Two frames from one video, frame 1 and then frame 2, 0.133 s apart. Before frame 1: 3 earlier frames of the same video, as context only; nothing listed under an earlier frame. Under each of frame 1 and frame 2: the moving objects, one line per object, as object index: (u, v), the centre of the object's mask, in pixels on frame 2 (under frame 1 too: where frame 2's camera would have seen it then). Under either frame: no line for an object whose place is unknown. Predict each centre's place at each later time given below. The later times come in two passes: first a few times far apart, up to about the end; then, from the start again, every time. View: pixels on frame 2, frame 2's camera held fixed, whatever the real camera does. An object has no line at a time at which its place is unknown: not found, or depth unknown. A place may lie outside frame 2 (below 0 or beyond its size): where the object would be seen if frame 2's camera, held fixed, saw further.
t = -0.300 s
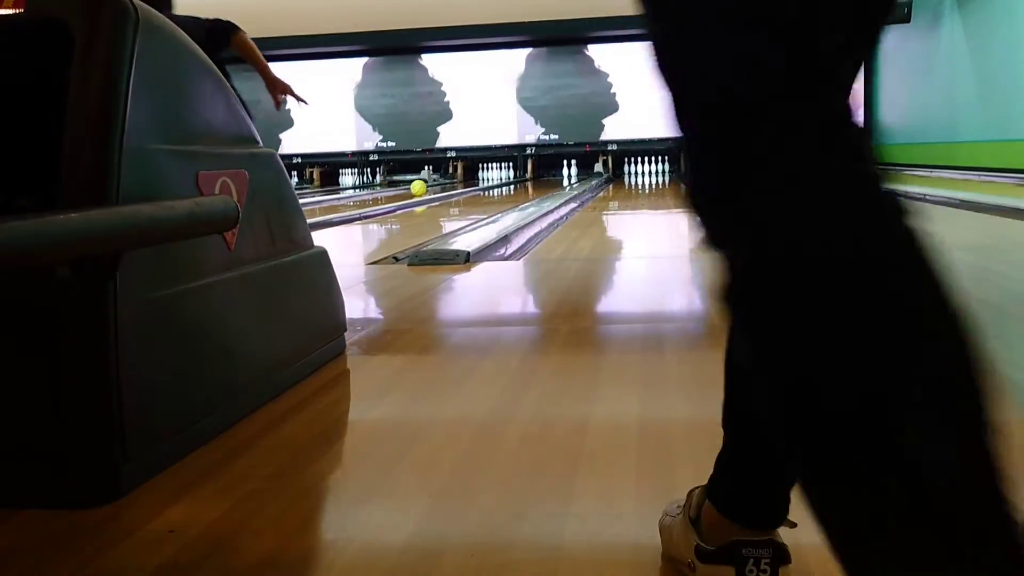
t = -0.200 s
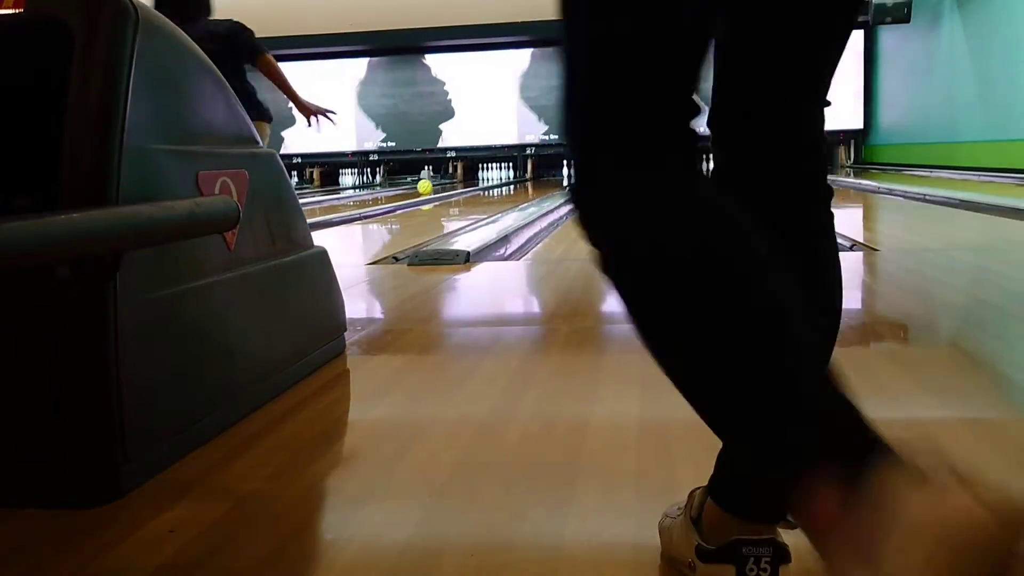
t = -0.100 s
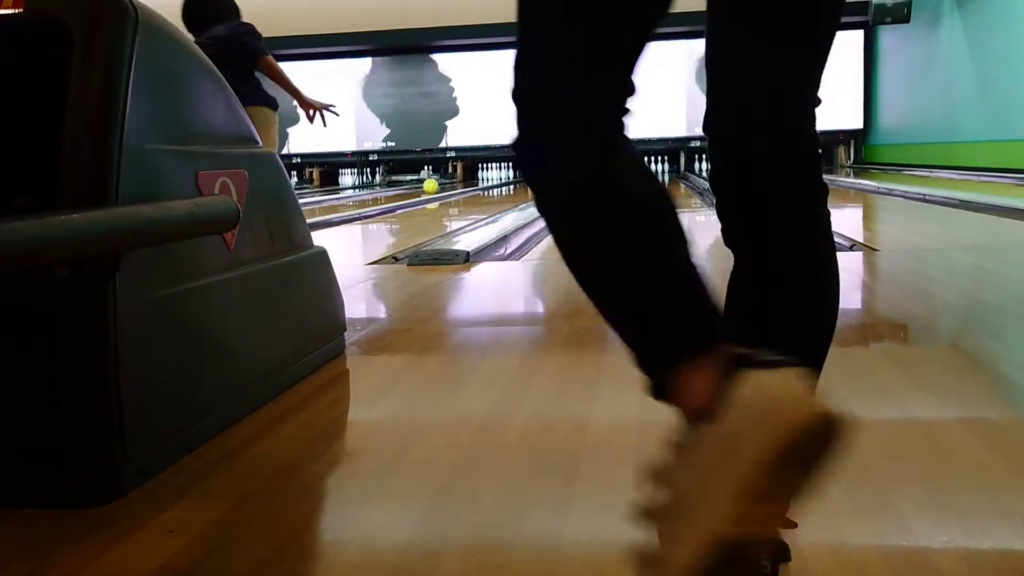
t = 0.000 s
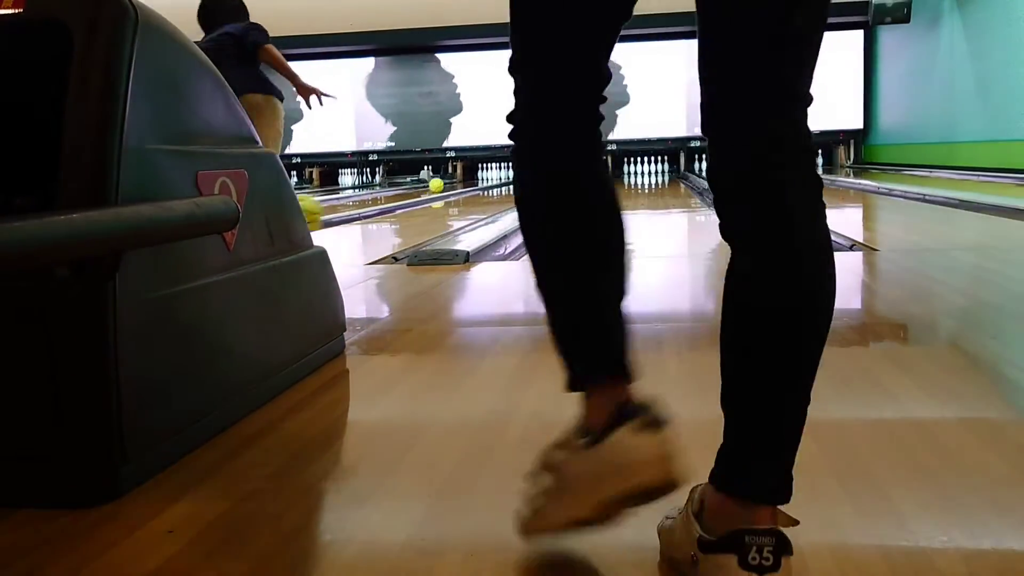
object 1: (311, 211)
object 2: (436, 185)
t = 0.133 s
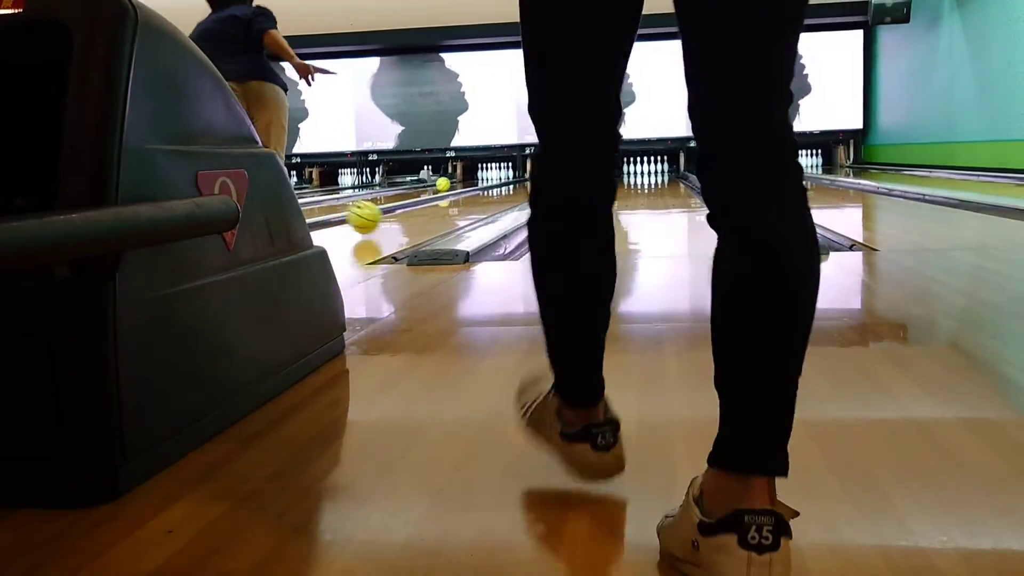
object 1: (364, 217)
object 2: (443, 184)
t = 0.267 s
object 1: (408, 208)
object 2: (450, 183)
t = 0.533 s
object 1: (465, 197)
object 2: (461, 181)
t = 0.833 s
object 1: (505, 188)
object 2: (472, 180)
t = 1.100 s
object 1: (529, 183)
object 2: (479, 179)
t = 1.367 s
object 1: (546, 179)
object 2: (485, 178)
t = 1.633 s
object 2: (489, 178)
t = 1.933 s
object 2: (493, 176)
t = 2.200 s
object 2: (497, 177)
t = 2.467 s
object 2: (505, 175)
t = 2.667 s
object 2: (511, 174)
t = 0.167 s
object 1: (376, 215)
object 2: (445, 184)
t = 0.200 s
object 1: (388, 211)
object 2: (447, 184)
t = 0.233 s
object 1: (399, 209)
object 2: (448, 183)
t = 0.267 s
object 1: (408, 208)
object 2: (450, 183)
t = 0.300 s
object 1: (417, 207)
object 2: (451, 183)
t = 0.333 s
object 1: (425, 205)
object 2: (453, 183)
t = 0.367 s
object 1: (433, 205)
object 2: (454, 183)
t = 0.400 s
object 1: (440, 203)
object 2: (456, 182)
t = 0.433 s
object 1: (447, 201)
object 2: (457, 182)
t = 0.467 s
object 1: (454, 200)
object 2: (459, 181)
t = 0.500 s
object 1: (460, 199)
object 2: (460, 181)
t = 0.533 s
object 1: (465, 197)
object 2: (461, 181)
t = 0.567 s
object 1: (471, 196)
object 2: (463, 181)
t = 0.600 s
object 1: (476, 195)
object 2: (464, 181)
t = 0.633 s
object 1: (481, 194)
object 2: (465, 181)
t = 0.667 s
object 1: (485, 193)
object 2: (466, 181)
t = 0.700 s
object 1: (489, 192)
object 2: (468, 180)
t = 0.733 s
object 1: (494, 192)
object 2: (469, 180)
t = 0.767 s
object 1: (498, 191)
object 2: (470, 180)
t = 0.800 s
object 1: (502, 190)
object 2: (471, 180)
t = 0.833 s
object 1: (505, 188)
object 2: (472, 180)
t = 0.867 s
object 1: (509, 188)
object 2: (473, 180)
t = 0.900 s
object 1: (512, 187)
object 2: (474, 179)
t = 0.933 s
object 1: (515, 186)
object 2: (474, 179)
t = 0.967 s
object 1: (518, 185)
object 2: (476, 179)
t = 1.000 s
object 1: (521, 185)
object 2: (477, 179)
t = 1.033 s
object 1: (524, 184)
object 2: (477, 179)
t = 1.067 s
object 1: (526, 184)
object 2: (478, 179)
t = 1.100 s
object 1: (529, 183)
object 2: (479, 179)
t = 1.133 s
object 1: (531, 182)
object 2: (479, 179)
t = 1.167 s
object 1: (534, 182)
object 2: (480, 179)
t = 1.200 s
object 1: (536, 181)
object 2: (481, 179)
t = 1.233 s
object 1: (538, 180)
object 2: (482, 179)
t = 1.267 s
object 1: (540, 180)
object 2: (483, 178)
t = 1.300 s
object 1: (542, 180)
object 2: (483, 178)
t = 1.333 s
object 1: (544, 179)
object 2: (484, 178)
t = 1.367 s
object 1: (546, 179)
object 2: (485, 178)
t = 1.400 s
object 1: (548, 179)
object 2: (485, 178)
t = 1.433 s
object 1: (550, 178)
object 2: (486, 178)
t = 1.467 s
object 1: (552, 178)
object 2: (487, 178)
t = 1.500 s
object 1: (553, 178)
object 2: (487, 178)
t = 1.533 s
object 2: (488, 178)
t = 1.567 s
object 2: (488, 177)
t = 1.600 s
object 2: (488, 178)
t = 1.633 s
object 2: (489, 178)
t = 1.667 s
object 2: (489, 177)
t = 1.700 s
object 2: (490, 177)
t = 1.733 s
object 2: (490, 177)
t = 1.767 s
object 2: (491, 177)
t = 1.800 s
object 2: (492, 177)
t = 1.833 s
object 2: (492, 177)
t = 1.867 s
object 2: (492, 177)
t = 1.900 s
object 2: (493, 177)
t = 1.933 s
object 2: (493, 176)
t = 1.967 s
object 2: (494, 176)
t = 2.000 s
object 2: (495, 177)
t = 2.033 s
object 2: (495, 177)
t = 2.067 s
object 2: (495, 177)
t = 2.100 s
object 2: (496, 176)
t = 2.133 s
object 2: (496, 177)
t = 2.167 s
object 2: (496, 176)
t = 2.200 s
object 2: (497, 177)
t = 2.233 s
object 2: (498, 176)
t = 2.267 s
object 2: (500, 175)
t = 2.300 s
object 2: (501, 175)
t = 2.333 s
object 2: (502, 176)
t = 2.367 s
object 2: (503, 175)
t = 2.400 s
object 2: (504, 175)
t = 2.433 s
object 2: (504, 175)
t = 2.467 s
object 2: (505, 175)
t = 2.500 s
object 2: (506, 175)
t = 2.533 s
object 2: (507, 175)
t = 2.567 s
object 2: (509, 174)
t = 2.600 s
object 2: (509, 174)
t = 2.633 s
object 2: (510, 174)
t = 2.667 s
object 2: (511, 174)
